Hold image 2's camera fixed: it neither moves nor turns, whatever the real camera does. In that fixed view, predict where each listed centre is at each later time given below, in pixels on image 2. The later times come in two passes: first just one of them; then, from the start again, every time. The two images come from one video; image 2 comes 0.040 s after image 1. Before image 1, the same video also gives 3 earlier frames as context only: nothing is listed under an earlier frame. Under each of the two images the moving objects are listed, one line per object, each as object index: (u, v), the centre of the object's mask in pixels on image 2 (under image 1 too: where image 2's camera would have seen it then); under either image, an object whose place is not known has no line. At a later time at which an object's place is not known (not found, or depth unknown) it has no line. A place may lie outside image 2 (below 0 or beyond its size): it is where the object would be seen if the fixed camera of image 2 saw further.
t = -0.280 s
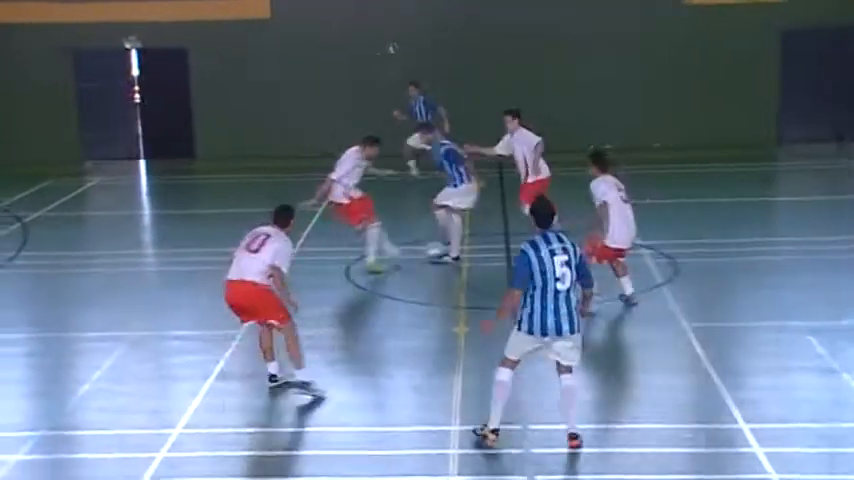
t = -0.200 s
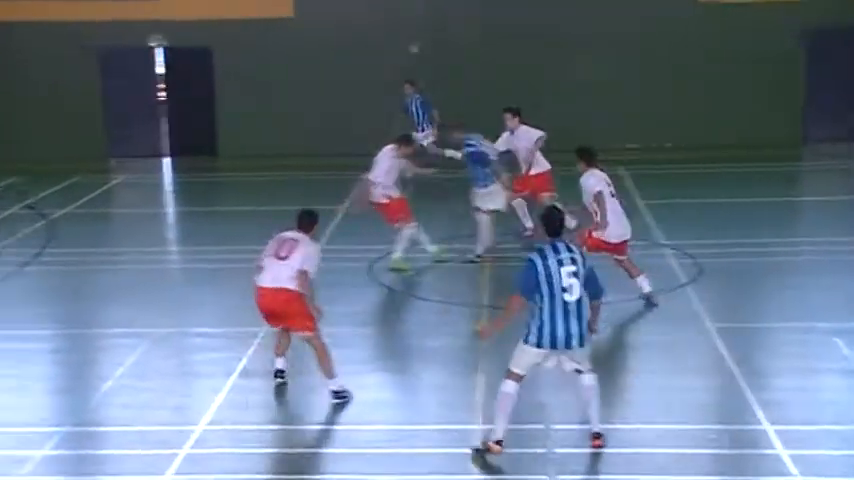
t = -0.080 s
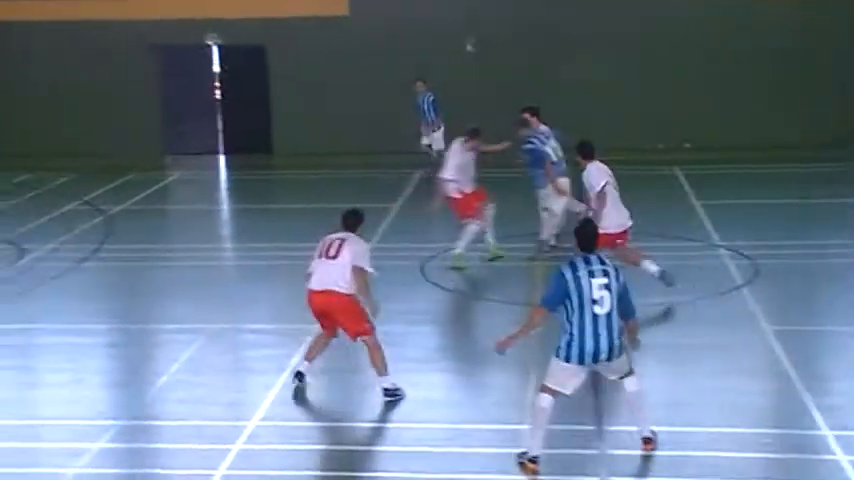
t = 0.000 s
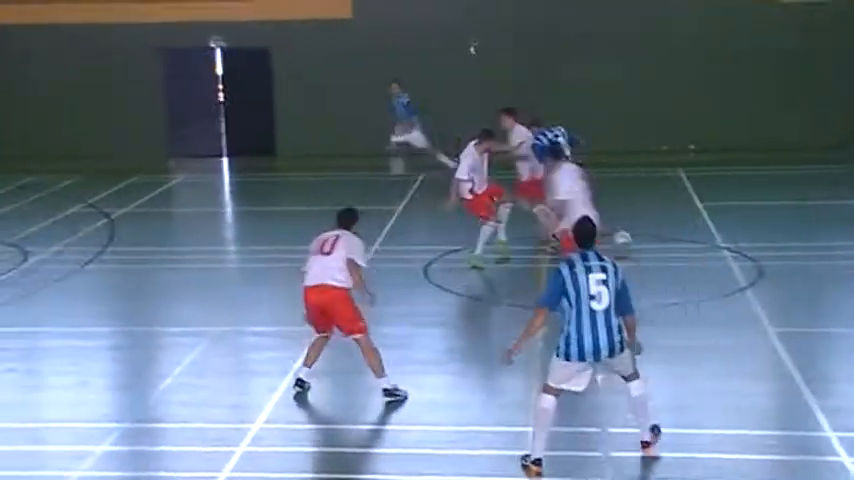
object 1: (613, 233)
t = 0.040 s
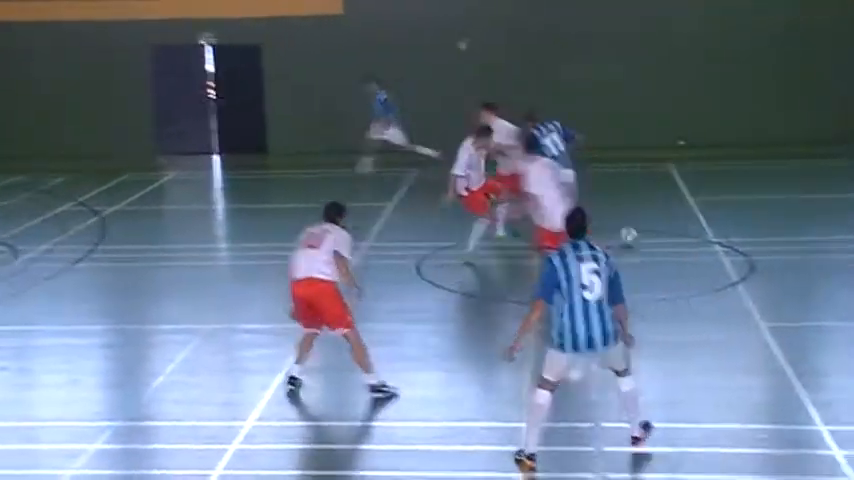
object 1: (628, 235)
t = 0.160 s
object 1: (672, 229)
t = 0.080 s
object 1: (642, 233)
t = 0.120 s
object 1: (657, 232)
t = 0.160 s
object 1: (672, 229)
